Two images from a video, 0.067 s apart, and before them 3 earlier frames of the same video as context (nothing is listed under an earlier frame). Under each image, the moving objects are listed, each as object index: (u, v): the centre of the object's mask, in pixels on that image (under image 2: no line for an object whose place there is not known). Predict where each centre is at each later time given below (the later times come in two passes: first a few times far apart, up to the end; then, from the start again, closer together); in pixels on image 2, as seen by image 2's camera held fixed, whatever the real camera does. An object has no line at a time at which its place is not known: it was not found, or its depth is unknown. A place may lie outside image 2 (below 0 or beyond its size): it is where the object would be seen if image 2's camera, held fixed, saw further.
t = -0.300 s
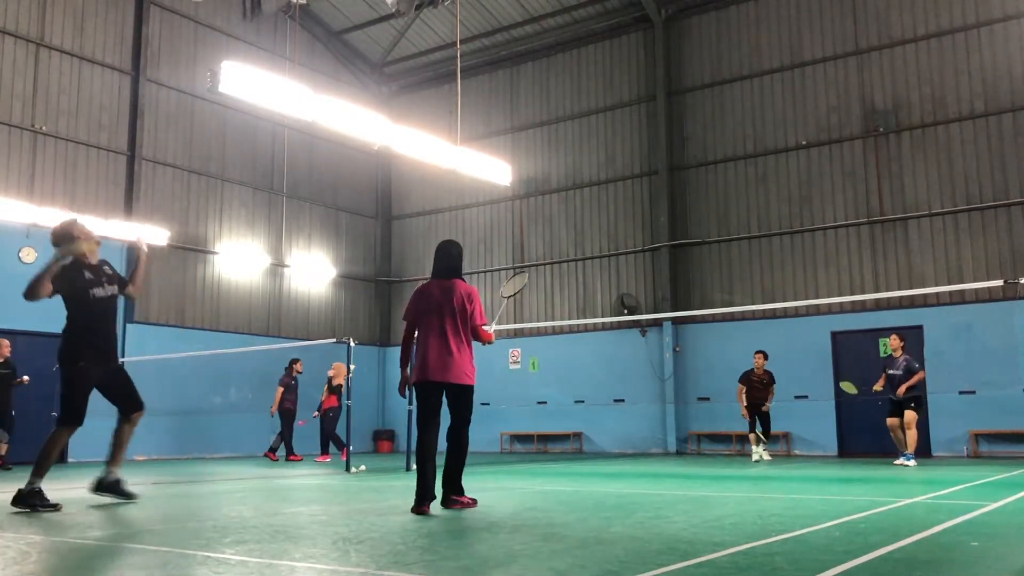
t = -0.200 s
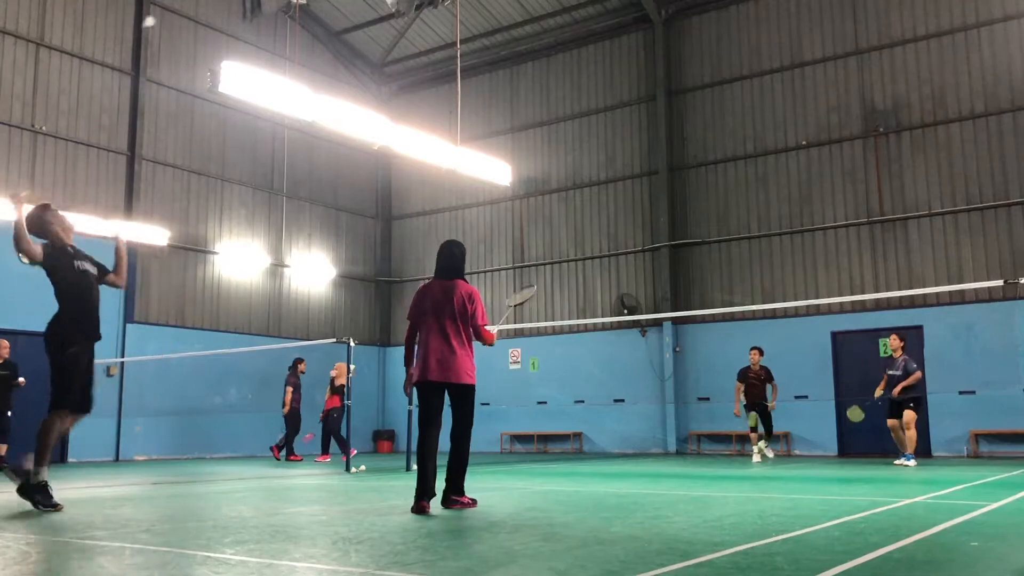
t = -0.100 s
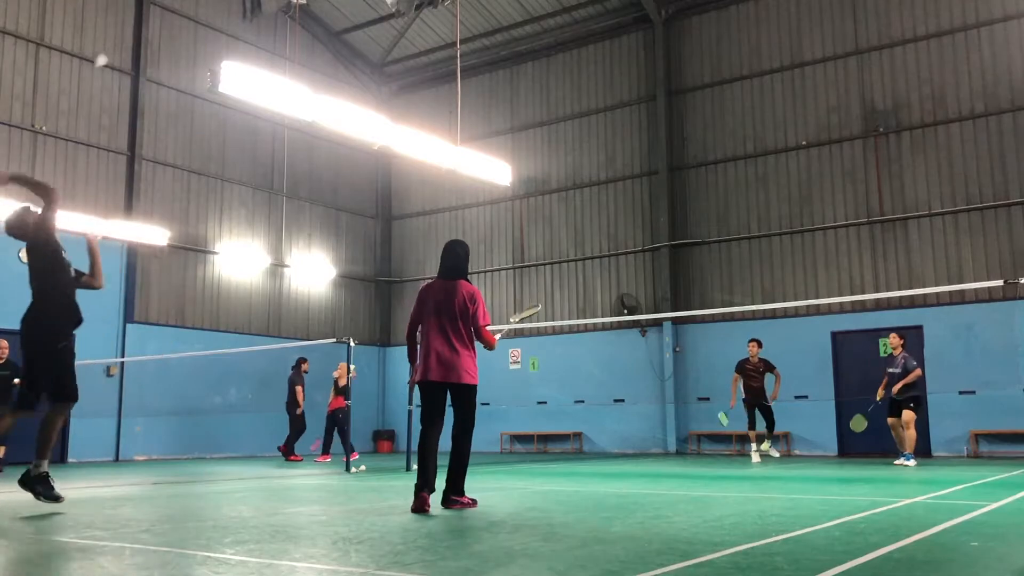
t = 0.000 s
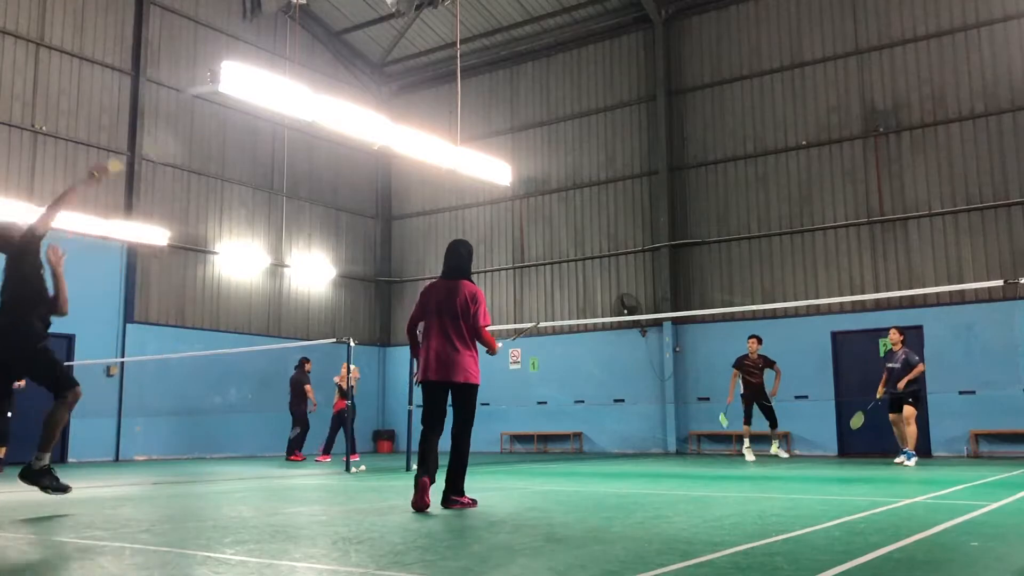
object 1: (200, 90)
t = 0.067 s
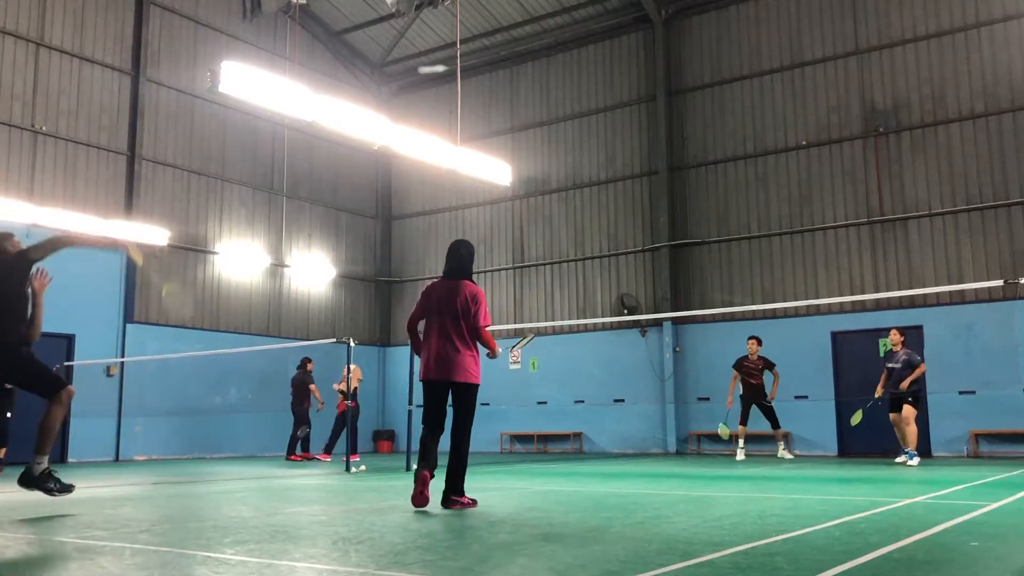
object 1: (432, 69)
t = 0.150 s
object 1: (572, 61)
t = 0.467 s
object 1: (786, 86)
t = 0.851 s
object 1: (895, 173)
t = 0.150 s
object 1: (572, 61)
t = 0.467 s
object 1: (786, 86)
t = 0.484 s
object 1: (792, 88)
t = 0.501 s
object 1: (799, 91)
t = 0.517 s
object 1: (805, 94)
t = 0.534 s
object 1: (810, 97)
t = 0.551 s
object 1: (816, 100)
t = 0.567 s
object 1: (822, 103)
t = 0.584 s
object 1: (826, 106)
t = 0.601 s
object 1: (832, 110)
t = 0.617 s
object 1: (837, 114)
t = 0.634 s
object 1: (841, 117)
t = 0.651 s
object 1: (846, 121)
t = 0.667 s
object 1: (851, 125)
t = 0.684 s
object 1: (855, 129)
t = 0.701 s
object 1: (860, 133)
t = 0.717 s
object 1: (864, 137)
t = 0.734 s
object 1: (868, 141)
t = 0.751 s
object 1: (872, 145)
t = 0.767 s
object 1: (876, 150)
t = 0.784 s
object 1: (880, 154)
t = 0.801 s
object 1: (883, 158)
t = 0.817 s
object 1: (887, 164)
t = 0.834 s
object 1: (891, 168)
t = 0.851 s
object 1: (895, 173)
